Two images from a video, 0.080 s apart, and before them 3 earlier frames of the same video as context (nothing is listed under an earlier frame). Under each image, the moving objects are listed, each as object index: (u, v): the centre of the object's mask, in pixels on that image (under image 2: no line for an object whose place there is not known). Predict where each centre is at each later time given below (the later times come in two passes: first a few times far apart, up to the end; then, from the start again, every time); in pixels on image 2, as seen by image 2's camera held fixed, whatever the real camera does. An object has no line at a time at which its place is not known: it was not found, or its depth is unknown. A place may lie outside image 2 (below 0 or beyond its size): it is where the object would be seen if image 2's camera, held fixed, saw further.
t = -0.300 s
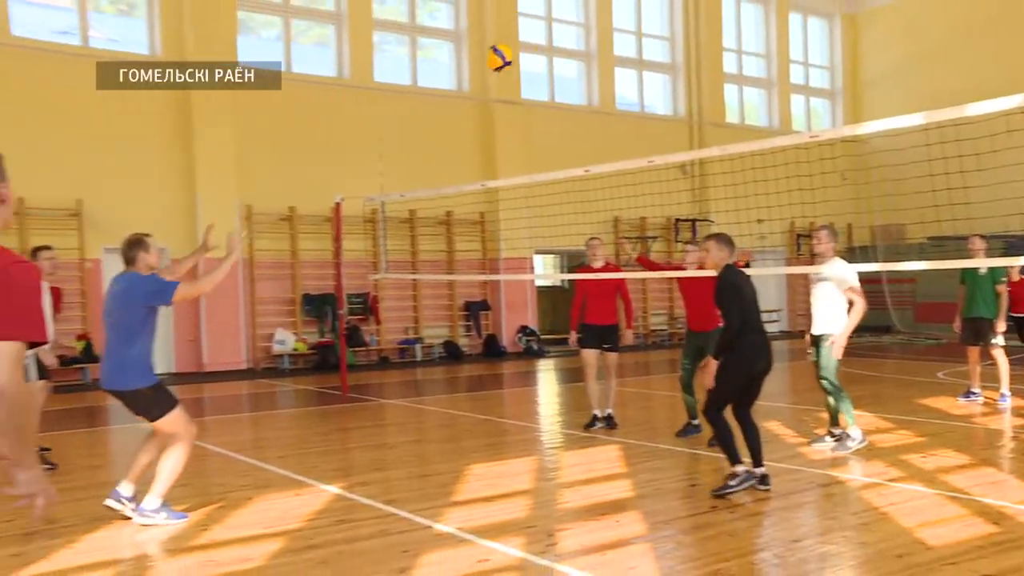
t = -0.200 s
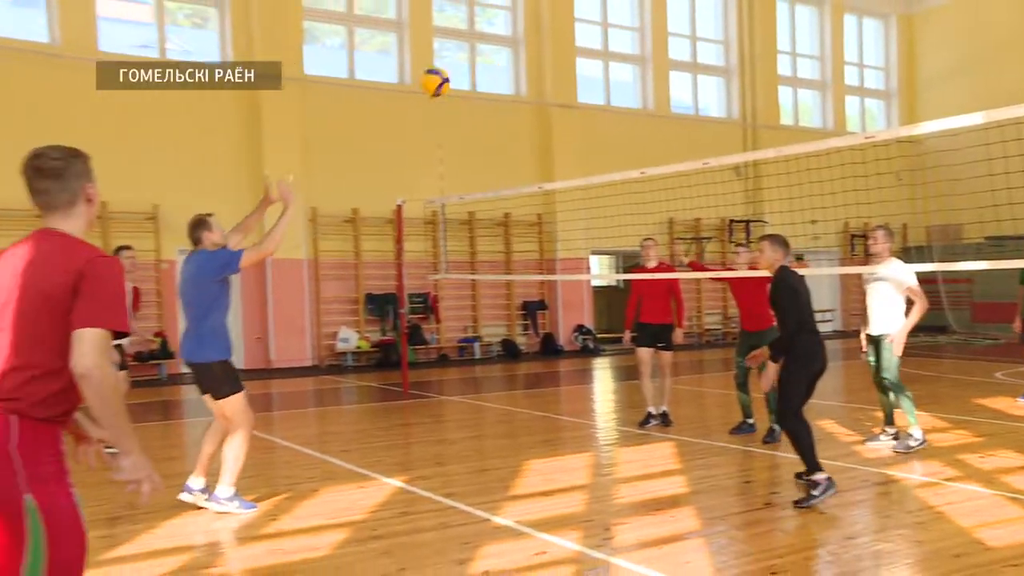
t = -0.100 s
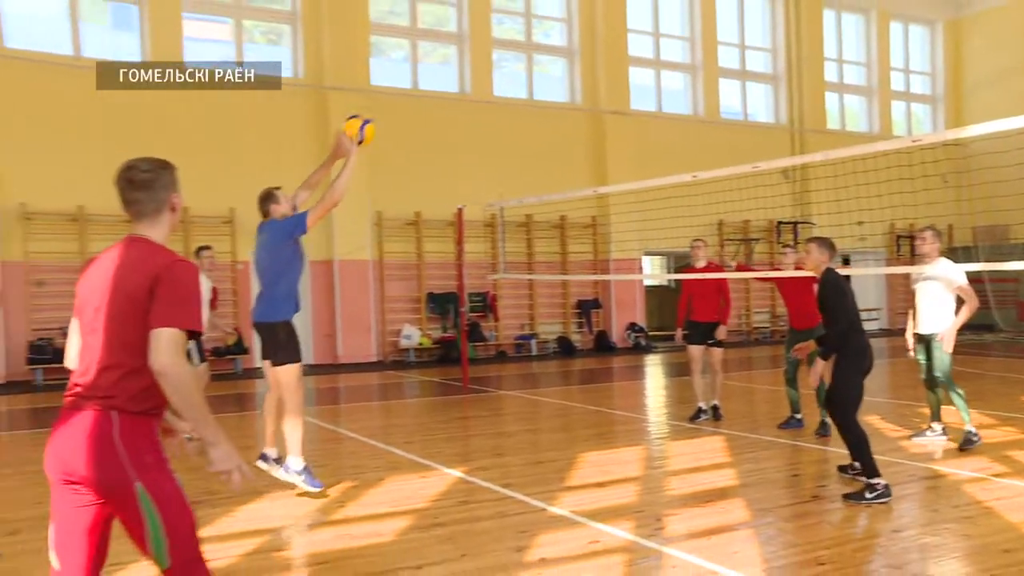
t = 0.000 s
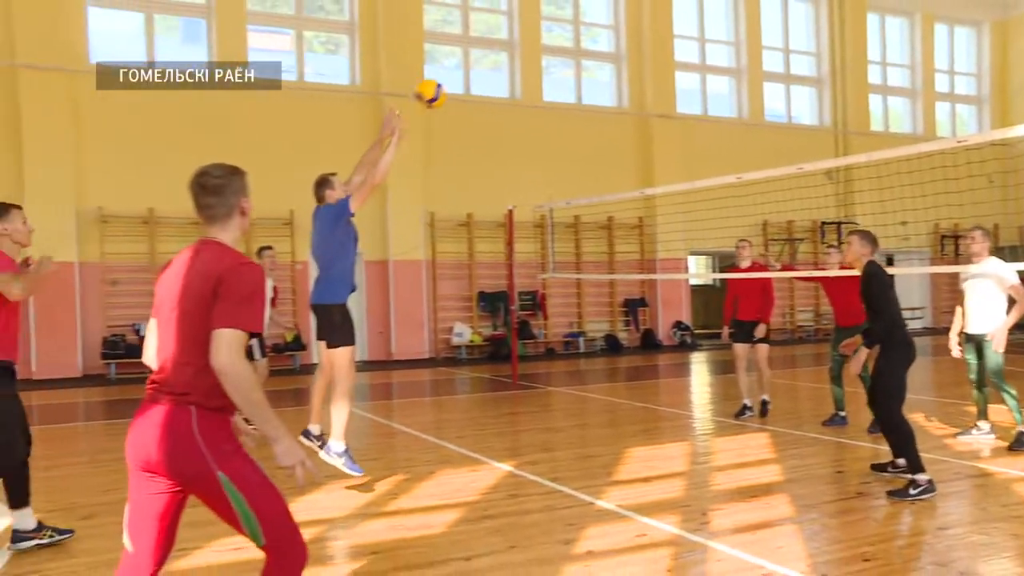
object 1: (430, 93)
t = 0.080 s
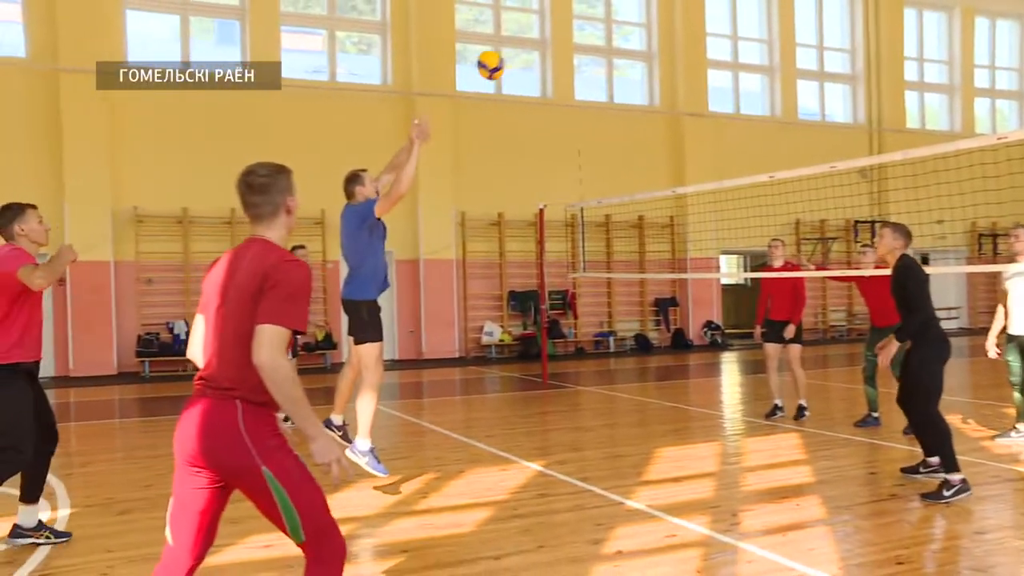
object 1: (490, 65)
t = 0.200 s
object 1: (532, 41)
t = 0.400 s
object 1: (599, 43)
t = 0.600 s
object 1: (664, 97)
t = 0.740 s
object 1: (707, 167)
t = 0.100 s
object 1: (498, 60)
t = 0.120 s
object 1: (504, 55)
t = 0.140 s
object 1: (511, 51)
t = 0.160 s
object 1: (518, 47)
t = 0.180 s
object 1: (525, 43)
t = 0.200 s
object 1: (532, 41)
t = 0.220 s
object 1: (539, 39)
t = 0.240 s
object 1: (546, 37)
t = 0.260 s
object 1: (552, 36)
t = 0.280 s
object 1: (559, 35)
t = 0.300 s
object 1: (566, 36)
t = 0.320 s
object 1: (573, 36)
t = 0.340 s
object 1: (579, 37)
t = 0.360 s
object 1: (586, 39)
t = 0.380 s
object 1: (593, 41)
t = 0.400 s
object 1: (599, 43)
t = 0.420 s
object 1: (606, 46)
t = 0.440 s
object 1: (613, 50)
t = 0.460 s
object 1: (619, 54)
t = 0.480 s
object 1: (626, 59)
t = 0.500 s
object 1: (632, 64)
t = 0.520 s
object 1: (639, 69)
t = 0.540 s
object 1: (645, 76)
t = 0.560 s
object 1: (651, 82)
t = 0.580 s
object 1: (657, 90)
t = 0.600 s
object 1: (664, 97)
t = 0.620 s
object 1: (670, 106)
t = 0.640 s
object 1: (677, 115)
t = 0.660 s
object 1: (683, 124)
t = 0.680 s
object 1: (688, 134)
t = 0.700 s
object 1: (695, 144)
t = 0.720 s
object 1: (701, 155)
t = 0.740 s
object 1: (707, 167)
